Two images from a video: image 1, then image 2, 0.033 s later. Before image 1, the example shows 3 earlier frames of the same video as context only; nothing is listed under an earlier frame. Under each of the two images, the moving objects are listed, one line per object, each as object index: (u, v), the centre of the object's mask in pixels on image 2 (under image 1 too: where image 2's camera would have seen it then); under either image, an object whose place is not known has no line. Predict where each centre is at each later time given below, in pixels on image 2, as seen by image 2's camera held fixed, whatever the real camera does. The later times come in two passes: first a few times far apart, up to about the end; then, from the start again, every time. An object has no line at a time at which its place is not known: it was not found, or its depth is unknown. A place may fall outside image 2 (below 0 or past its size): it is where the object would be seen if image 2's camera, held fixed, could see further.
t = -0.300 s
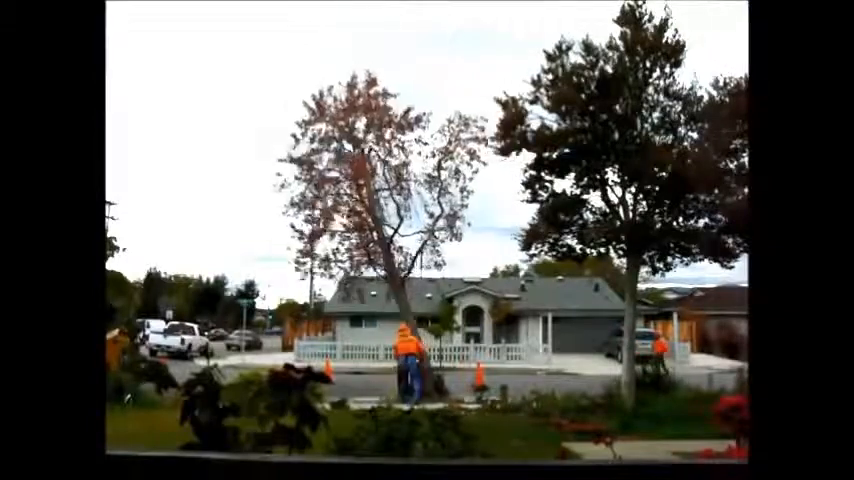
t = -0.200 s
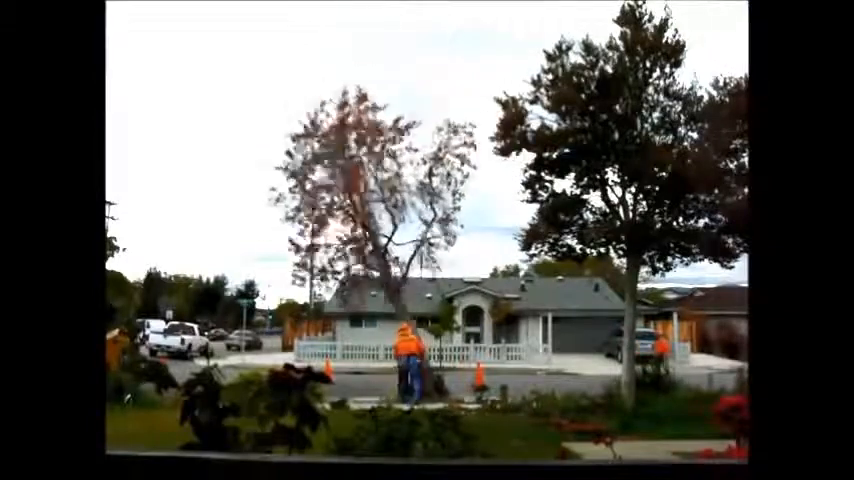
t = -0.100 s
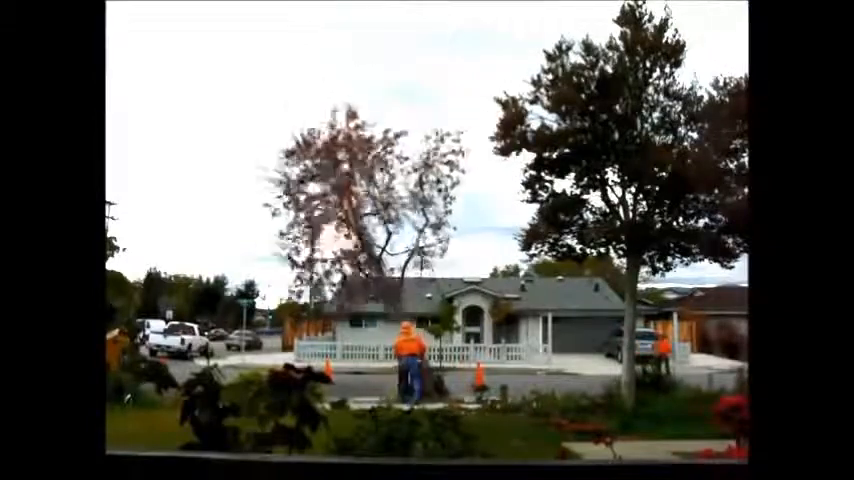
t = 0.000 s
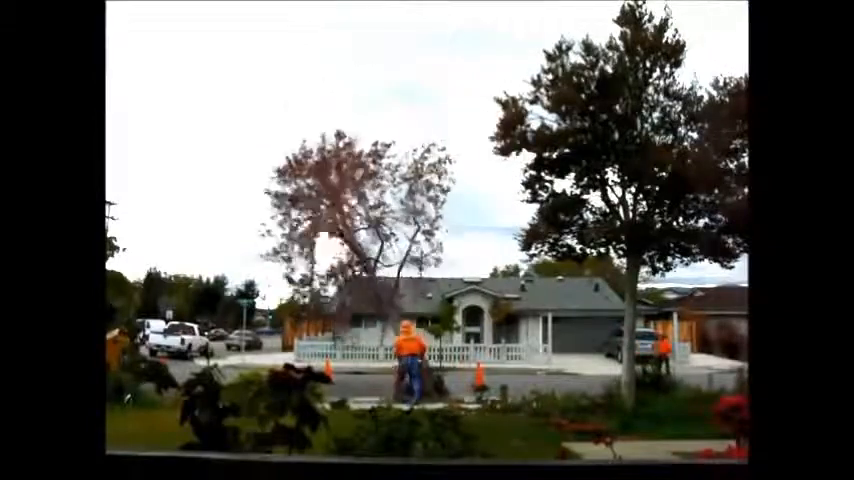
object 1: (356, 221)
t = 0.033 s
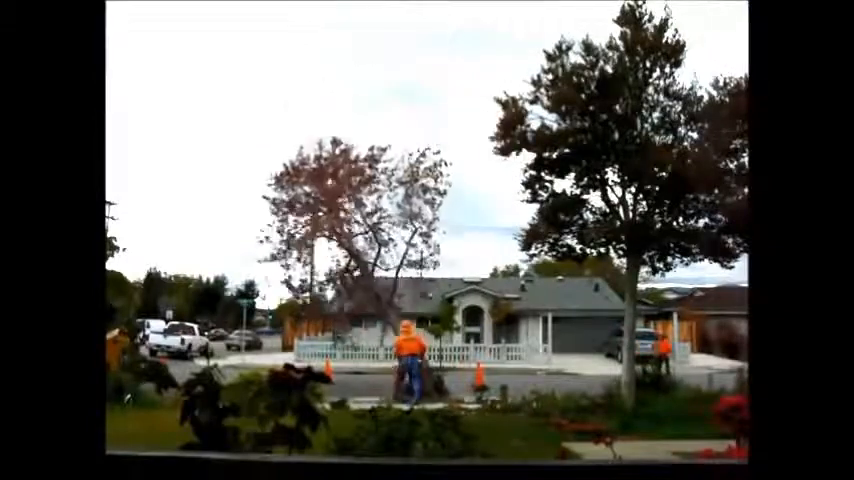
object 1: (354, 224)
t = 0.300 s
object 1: (335, 276)
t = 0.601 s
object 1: (320, 321)
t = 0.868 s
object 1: (309, 347)
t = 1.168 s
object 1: (306, 348)
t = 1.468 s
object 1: (299, 343)
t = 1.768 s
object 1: (294, 338)
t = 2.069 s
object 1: (290, 339)
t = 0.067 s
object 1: (352, 229)
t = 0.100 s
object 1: (350, 233)
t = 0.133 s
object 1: (349, 238)
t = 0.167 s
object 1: (346, 241)
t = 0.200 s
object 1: (340, 257)
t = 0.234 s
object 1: (338, 263)
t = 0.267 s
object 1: (336, 270)
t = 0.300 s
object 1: (335, 276)
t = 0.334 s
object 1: (333, 280)
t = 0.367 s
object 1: (334, 289)
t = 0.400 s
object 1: (331, 293)
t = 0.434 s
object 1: (328, 298)
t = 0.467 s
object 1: (327, 302)
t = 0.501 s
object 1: (326, 308)
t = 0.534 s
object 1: (323, 312)
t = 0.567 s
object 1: (319, 316)
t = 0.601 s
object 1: (320, 321)
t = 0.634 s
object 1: (318, 329)
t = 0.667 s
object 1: (318, 334)
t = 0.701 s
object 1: (316, 339)
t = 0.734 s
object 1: (314, 342)
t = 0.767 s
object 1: (313, 344)
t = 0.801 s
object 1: (310, 346)
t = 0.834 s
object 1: (309, 346)
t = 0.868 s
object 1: (309, 347)
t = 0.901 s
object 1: (309, 348)
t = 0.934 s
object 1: (308, 348)
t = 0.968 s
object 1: (310, 347)
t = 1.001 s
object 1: (308, 347)
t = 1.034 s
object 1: (307, 348)
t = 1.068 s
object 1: (307, 347)
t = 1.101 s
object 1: (306, 347)
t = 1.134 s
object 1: (305, 347)
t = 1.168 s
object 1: (306, 348)
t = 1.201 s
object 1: (303, 347)
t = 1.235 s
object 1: (302, 346)
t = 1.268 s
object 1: (302, 345)
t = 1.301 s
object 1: (302, 345)
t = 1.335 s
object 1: (301, 345)
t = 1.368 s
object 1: (302, 345)
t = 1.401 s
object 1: (301, 345)
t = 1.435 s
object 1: (300, 344)
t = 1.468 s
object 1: (299, 343)
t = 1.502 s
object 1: (298, 342)
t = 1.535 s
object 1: (297, 340)
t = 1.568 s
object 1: (295, 339)
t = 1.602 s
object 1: (295, 339)
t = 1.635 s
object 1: (295, 339)
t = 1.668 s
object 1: (295, 338)
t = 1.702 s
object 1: (294, 338)
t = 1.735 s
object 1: (294, 339)
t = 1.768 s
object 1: (294, 338)
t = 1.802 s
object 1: (293, 339)
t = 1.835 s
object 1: (293, 339)
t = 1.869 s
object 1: (293, 339)
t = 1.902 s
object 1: (293, 339)
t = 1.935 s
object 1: (293, 339)
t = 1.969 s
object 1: (291, 339)
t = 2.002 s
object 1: (291, 339)
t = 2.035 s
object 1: (290, 338)
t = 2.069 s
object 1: (290, 339)
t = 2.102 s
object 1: (290, 339)
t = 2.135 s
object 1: (290, 339)
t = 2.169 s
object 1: (290, 339)
